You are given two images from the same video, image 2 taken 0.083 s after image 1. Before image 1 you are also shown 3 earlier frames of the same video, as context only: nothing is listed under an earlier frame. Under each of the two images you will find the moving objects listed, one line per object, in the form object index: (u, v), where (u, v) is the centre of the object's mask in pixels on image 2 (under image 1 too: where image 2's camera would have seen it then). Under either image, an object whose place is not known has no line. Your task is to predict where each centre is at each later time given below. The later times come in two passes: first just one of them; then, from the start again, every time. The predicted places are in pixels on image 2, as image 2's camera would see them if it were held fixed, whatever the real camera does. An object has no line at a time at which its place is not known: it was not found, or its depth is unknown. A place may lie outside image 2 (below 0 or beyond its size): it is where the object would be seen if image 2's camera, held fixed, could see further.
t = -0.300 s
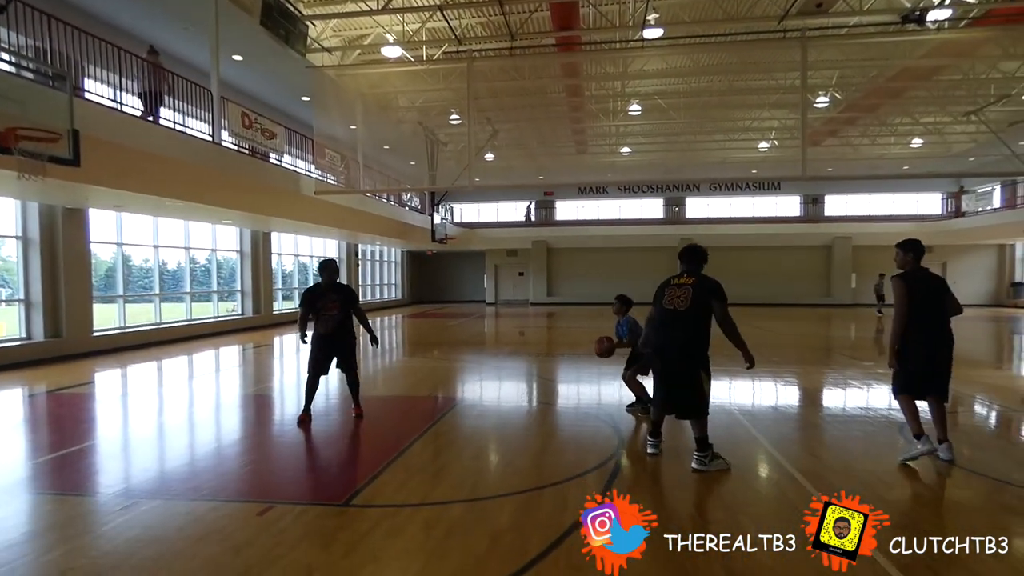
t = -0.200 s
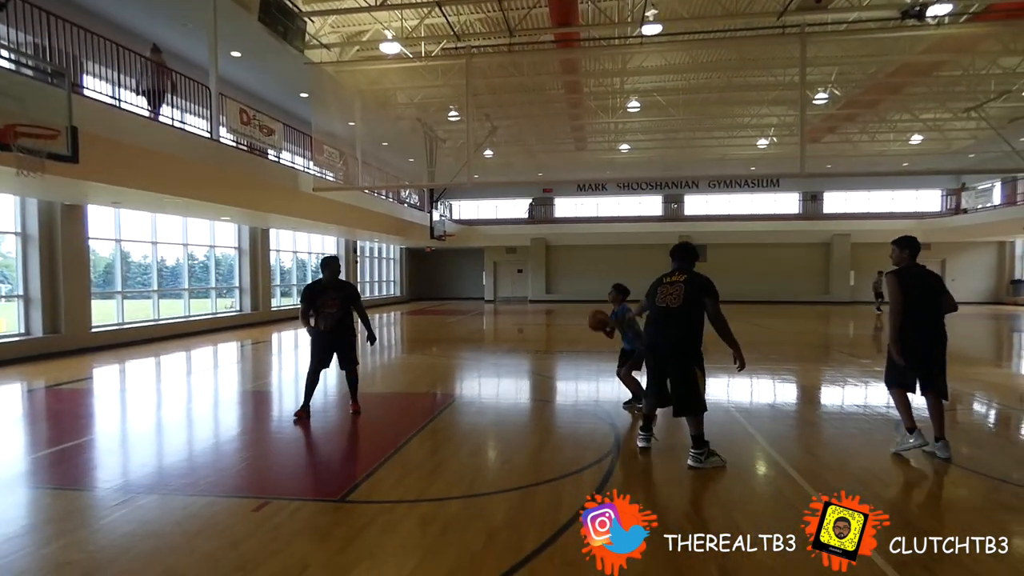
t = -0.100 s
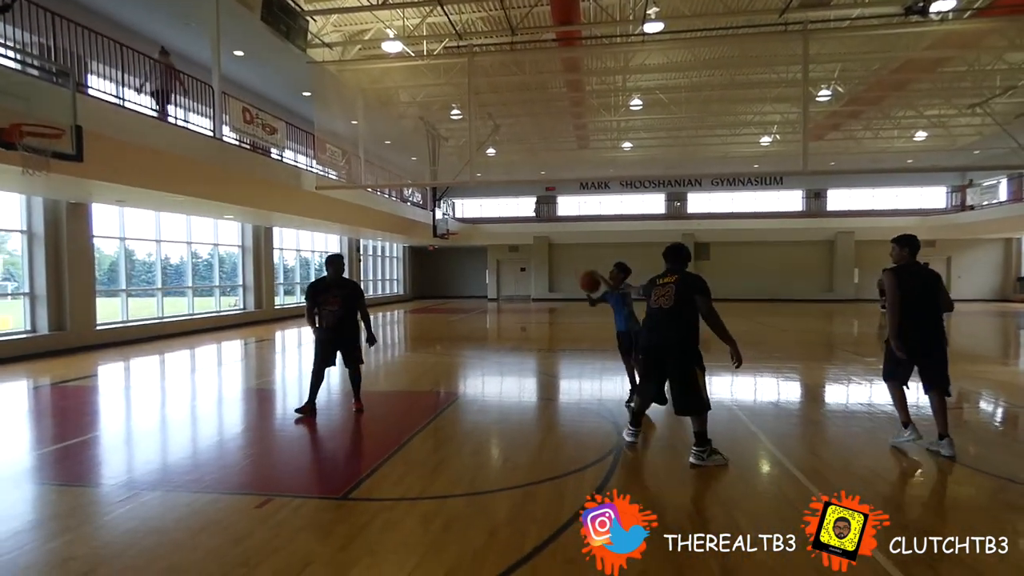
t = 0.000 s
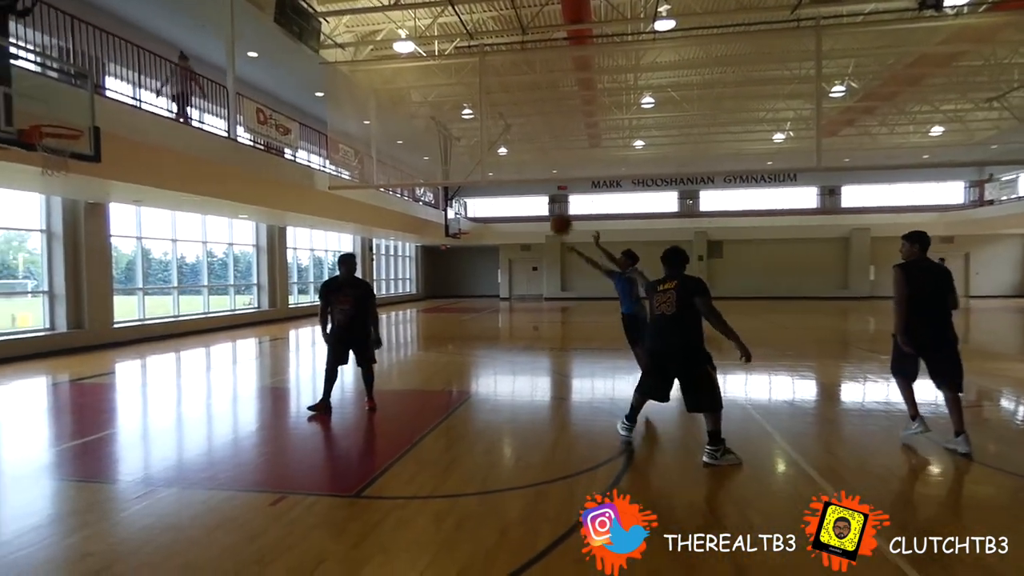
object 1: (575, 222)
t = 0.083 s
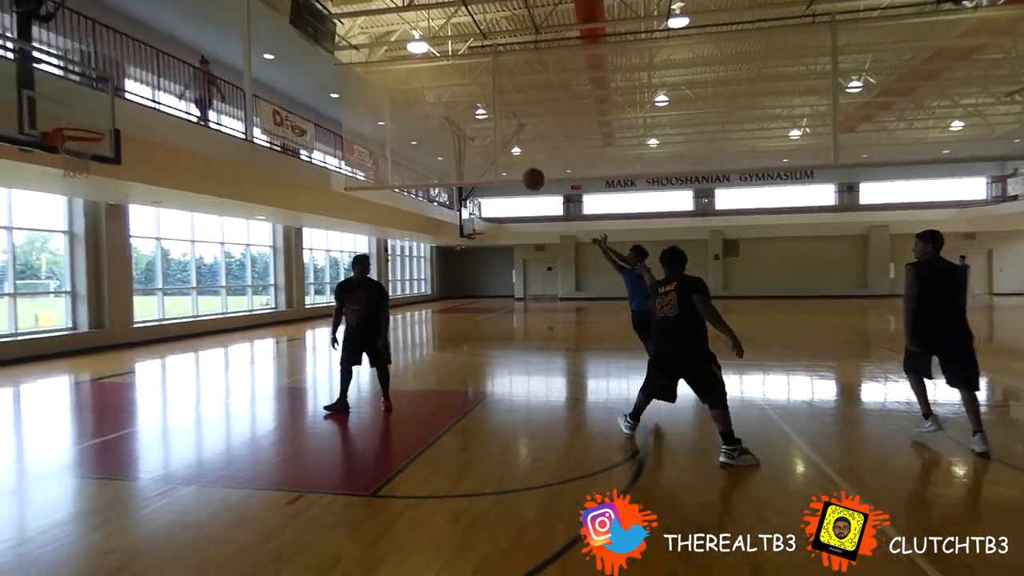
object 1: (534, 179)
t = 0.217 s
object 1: (467, 122)
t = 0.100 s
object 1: (525, 171)
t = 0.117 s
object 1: (517, 163)
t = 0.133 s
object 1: (509, 155)
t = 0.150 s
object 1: (500, 148)
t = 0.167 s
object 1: (492, 141)
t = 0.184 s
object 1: (484, 134)
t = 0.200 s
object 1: (476, 128)
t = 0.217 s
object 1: (467, 122)
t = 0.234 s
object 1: (460, 116)
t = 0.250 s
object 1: (452, 110)
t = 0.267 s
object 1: (443, 105)
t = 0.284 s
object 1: (436, 100)
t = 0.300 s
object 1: (427, 95)
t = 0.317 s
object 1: (419, 91)
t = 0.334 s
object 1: (412, 86)
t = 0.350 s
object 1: (404, 82)
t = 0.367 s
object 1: (396, 79)
